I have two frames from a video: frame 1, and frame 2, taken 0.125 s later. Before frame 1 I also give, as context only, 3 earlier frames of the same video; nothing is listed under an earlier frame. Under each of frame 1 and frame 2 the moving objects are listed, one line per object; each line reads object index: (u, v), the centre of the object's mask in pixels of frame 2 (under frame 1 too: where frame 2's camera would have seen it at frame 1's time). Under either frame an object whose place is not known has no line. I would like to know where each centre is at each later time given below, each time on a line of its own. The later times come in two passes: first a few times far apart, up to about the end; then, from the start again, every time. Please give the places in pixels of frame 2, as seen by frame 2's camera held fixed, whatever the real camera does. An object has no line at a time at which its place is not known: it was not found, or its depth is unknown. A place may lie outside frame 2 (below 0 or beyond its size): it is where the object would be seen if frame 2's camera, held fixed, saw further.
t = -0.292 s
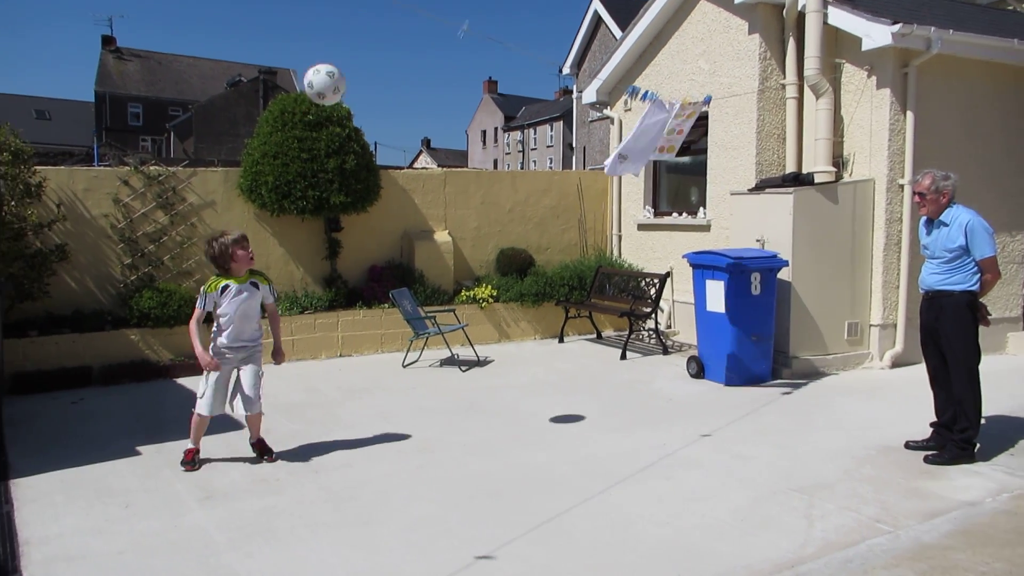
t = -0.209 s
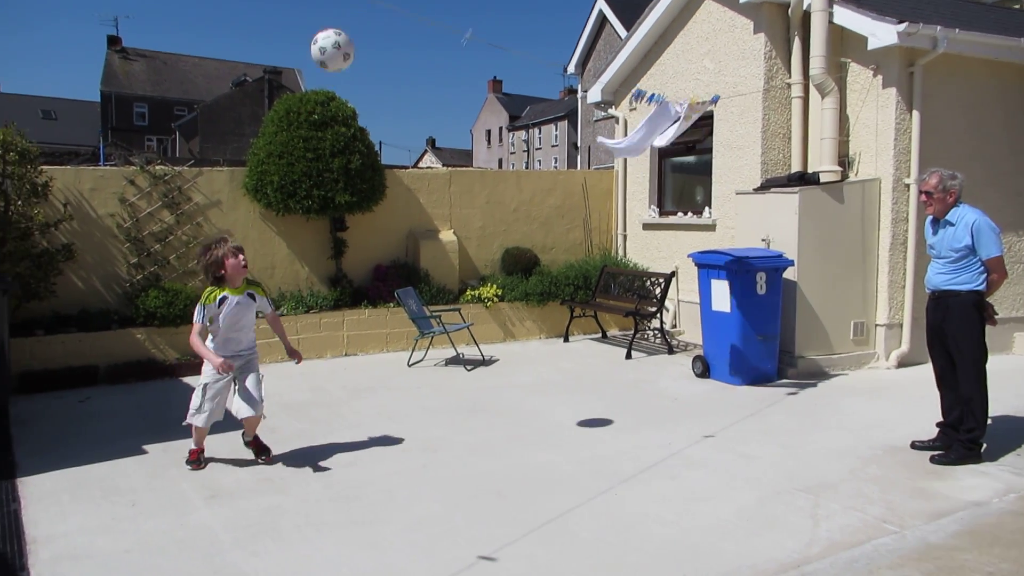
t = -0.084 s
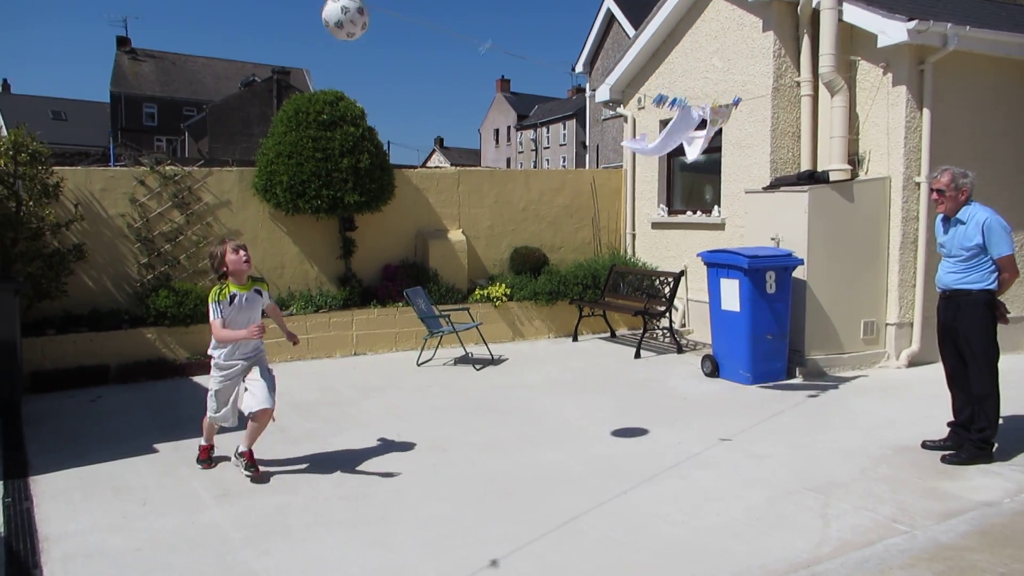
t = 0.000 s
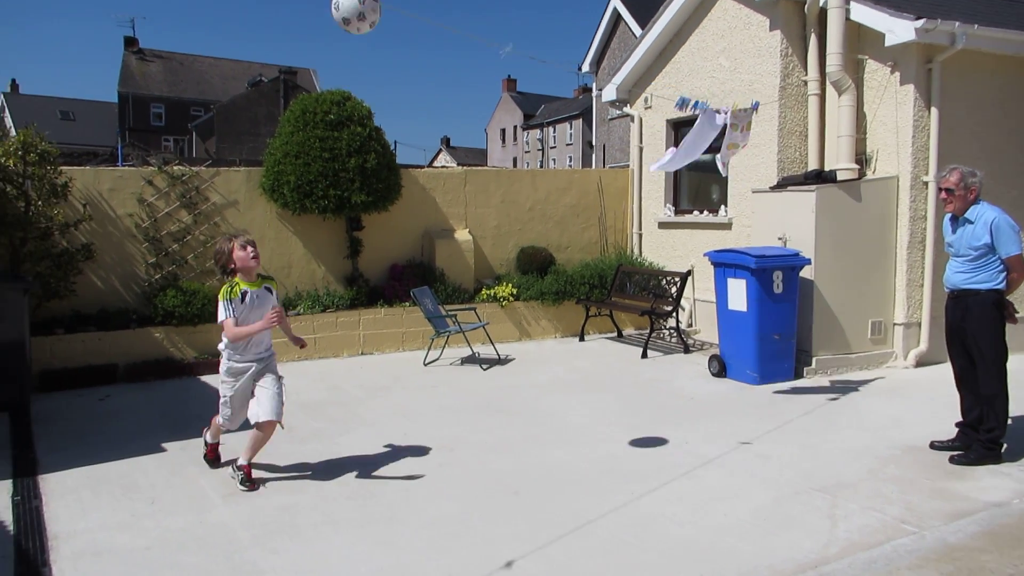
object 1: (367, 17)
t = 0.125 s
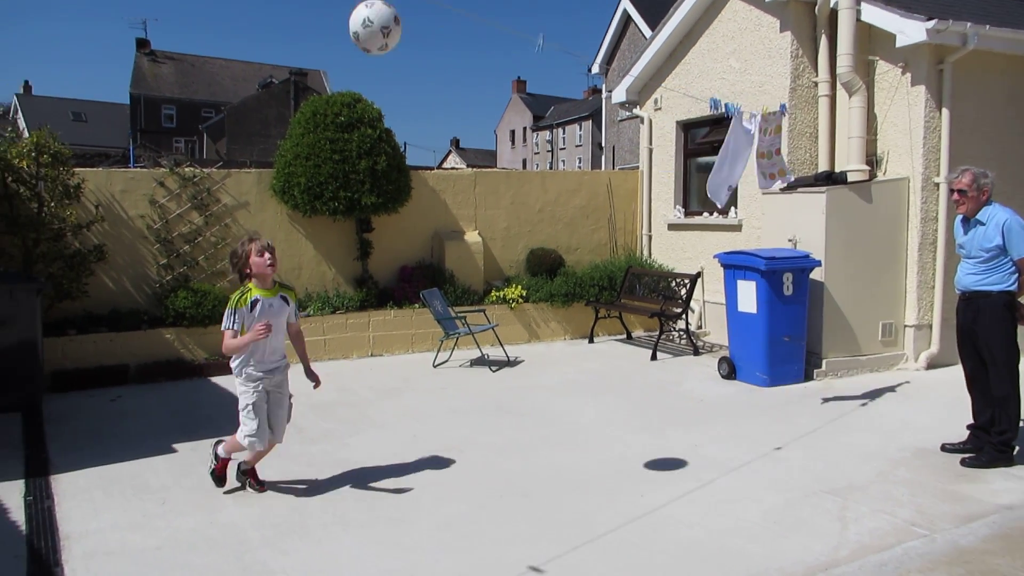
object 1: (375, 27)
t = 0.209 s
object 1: (382, 62)
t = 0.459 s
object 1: (405, 329)
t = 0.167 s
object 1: (379, 42)
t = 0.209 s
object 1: (382, 62)
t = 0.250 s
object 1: (386, 89)
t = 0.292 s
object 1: (390, 122)
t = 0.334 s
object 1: (394, 162)
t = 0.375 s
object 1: (398, 210)
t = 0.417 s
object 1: (401, 265)
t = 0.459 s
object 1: (405, 329)
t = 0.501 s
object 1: (410, 405)
